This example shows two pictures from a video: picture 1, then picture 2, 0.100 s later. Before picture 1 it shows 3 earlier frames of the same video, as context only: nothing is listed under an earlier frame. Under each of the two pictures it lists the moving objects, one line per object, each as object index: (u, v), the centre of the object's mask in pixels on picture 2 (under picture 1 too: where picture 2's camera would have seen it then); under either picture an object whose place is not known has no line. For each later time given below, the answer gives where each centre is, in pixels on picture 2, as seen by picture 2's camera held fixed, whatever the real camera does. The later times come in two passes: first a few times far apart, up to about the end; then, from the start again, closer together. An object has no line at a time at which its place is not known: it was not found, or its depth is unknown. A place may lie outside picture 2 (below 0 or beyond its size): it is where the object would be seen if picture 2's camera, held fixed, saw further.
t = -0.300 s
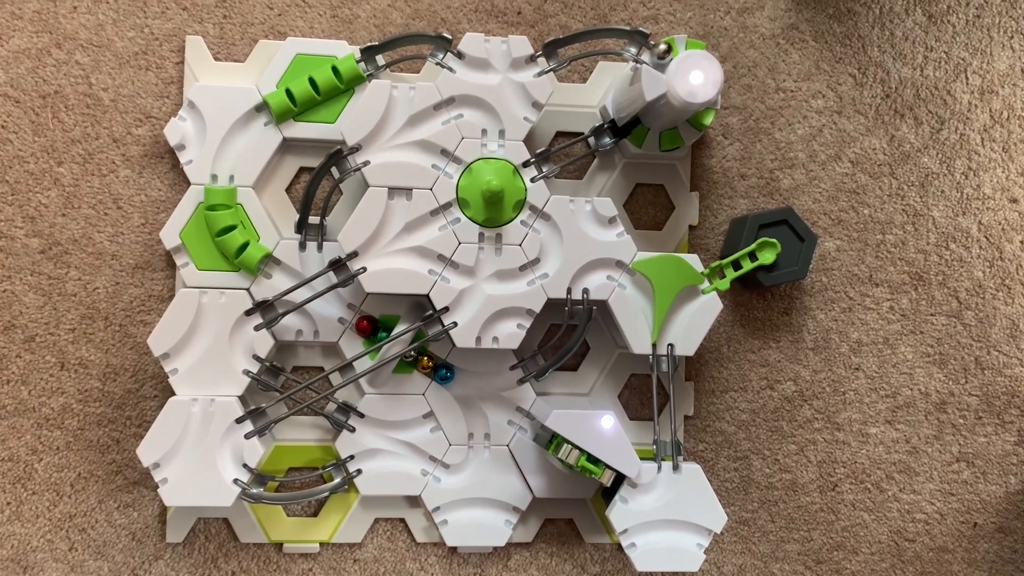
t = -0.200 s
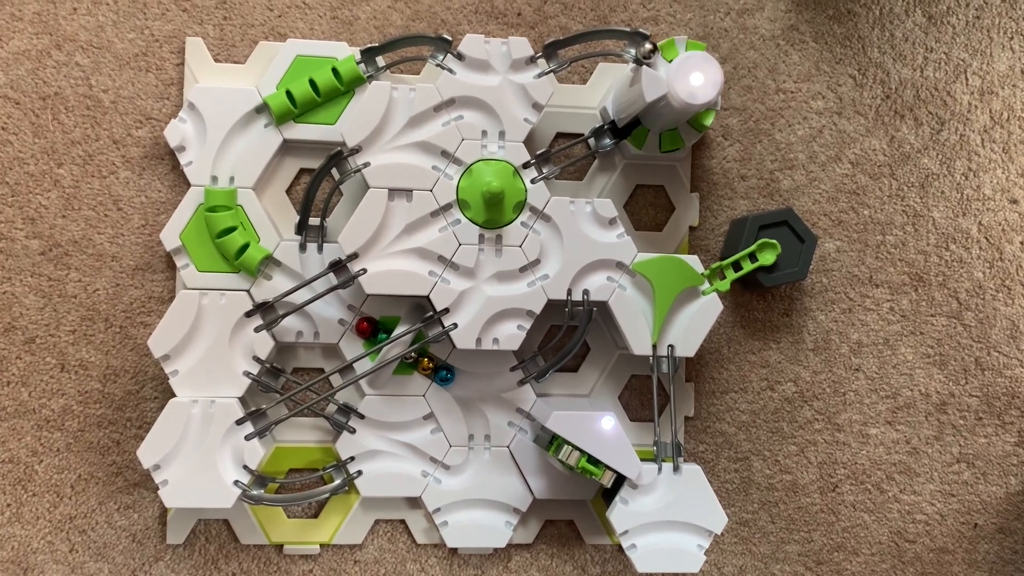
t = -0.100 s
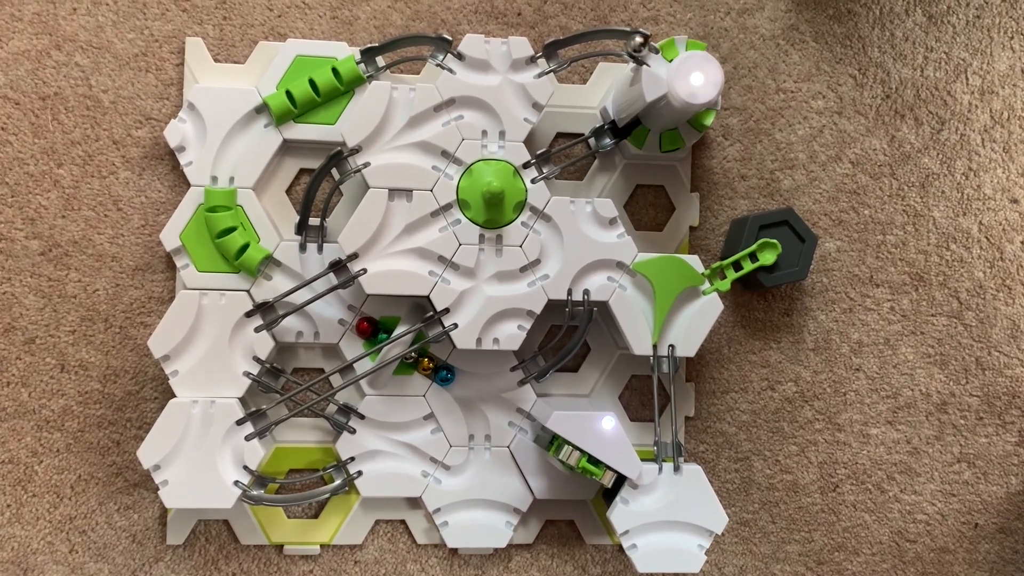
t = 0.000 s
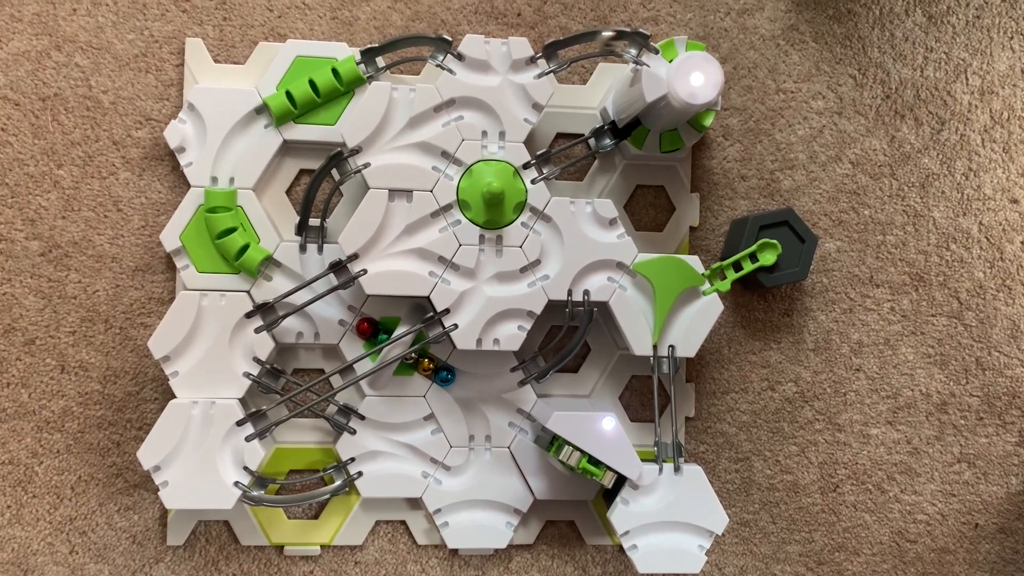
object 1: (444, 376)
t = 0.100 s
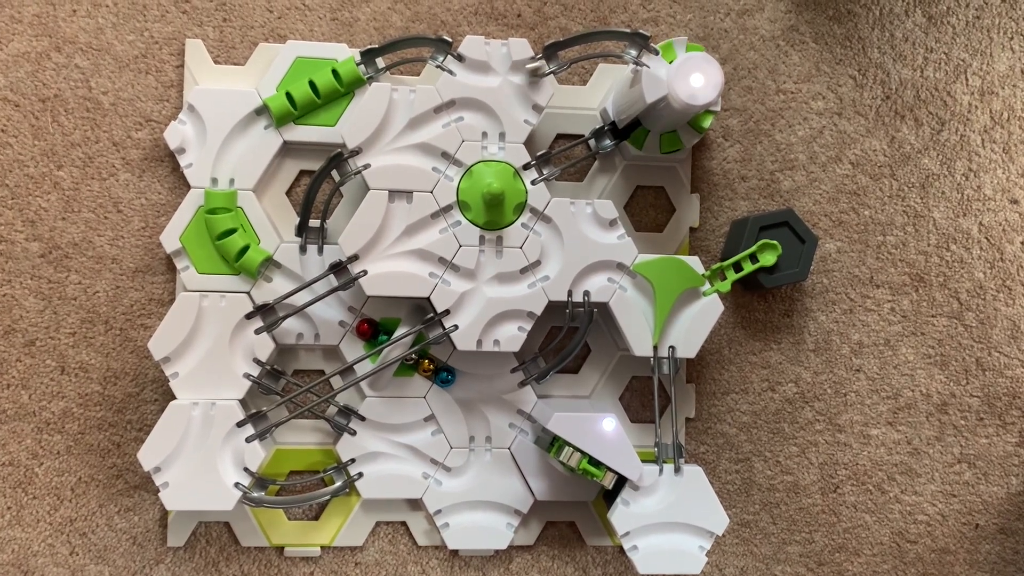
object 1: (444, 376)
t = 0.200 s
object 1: (445, 376)
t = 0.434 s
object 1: (445, 376)
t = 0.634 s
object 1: (445, 376)
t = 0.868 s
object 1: (459, 385)
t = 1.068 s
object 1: (517, 420)
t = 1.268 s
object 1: (547, 441)
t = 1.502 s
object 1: (649, 501)
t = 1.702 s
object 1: (667, 384)
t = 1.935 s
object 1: (720, 280)
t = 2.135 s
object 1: (769, 253)
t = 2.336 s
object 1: (769, 253)
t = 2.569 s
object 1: (769, 252)
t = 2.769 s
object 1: (769, 252)
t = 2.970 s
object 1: (770, 252)
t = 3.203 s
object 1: (769, 252)
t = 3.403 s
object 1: (769, 252)
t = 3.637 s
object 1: (769, 252)
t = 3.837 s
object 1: (770, 252)
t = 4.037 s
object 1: (769, 252)
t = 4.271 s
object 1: (769, 252)
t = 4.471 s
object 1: (770, 252)
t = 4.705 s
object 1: (769, 252)
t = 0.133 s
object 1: (445, 376)
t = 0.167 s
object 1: (445, 376)
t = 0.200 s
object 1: (445, 376)
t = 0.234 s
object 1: (445, 376)
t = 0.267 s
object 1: (445, 376)
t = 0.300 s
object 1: (445, 376)
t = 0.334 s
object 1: (445, 376)
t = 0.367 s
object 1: (444, 376)
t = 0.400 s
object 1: (445, 376)
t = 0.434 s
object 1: (445, 376)
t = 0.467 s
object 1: (445, 376)
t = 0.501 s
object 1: (445, 376)
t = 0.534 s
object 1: (445, 376)
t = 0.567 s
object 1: (444, 376)
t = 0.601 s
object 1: (445, 376)
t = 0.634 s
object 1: (445, 376)
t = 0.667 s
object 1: (444, 376)
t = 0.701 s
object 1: (445, 376)
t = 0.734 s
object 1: (445, 376)
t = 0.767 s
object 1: (444, 376)
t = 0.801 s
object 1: (444, 376)
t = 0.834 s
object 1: (446, 377)
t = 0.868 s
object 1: (459, 385)
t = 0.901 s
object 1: (470, 392)
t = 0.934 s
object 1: (479, 398)
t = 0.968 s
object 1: (489, 403)
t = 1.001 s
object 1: (498, 408)
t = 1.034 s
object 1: (507, 415)
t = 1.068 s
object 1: (517, 420)
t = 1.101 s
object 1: (526, 426)
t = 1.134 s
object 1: (534, 431)
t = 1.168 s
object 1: (544, 438)
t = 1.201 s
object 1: (547, 440)
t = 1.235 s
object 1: (552, 443)
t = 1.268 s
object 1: (547, 441)
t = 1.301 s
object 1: (539, 435)
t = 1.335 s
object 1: (533, 431)
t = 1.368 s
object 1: (538, 435)
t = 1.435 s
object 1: (598, 473)
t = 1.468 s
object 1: (626, 491)
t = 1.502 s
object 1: (649, 501)
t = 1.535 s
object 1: (665, 490)
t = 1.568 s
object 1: (672, 470)
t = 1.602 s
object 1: (671, 452)
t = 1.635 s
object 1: (669, 429)
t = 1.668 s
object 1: (668, 406)
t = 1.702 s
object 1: (667, 384)
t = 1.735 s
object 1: (666, 362)
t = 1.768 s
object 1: (669, 338)
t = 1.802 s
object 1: (676, 318)
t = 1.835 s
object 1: (686, 302)
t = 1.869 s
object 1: (698, 292)
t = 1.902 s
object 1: (709, 285)
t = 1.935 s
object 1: (720, 280)
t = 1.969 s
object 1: (733, 273)
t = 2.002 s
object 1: (746, 265)
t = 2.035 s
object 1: (762, 256)
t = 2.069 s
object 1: (770, 253)
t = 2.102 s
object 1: (769, 253)
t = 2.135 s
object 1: (769, 253)
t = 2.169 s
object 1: (769, 253)
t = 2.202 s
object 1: (769, 253)
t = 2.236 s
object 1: (769, 253)
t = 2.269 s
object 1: (769, 253)
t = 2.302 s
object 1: (769, 253)
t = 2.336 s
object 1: (769, 253)
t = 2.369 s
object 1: (769, 252)
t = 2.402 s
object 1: (769, 253)
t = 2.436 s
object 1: (769, 253)
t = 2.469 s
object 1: (769, 252)
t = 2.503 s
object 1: (769, 253)
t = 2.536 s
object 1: (769, 252)
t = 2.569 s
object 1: (769, 252)
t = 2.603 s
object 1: (769, 252)
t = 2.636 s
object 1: (769, 252)
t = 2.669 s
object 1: (769, 252)
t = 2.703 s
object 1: (769, 252)
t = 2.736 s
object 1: (769, 252)
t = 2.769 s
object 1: (769, 252)
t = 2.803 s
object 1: (769, 252)
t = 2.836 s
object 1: (769, 253)
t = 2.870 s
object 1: (769, 253)
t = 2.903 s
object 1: (769, 253)
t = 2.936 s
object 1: (769, 253)
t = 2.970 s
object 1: (770, 252)
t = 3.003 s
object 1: (769, 252)
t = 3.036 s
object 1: (770, 252)
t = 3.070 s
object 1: (769, 252)
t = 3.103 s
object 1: (769, 253)
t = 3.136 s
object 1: (769, 252)
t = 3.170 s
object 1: (769, 252)
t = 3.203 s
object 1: (769, 252)
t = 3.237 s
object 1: (769, 252)
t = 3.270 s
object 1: (769, 252)
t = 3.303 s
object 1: (770, 252)
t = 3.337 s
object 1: (769, 252)
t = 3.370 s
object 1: (769, 252)
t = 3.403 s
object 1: (769, 252)
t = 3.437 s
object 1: (769, 252)
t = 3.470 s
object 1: (770, 252)
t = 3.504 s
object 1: (770, 252)
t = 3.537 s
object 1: (769, 252)
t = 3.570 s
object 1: (769, 252)
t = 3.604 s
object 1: (769, 252)
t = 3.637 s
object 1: (769, 252)
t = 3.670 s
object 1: (769, 252)
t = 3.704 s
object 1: (770, 252)
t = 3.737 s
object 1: (770, 252)
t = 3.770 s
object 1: (770, 252)
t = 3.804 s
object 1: (769, 252)
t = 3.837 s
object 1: (770, 252)
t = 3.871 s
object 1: (769, 252)
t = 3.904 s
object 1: (769, 252)
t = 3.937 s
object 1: (769, 252)
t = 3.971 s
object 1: (769, 252)
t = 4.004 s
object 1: (770, 252)
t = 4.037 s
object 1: (769, 252)
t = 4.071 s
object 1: (769, 252)
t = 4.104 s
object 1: (769, 252)
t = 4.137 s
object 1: (770, 252)
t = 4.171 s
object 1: (770, 252)
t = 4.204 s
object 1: (769, 252)
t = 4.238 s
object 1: (769, 252)
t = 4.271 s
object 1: (769, 252)
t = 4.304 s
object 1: (769, 252)
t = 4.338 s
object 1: (769, 252)
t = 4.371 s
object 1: (769, 252)
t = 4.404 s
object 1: (769, 252)
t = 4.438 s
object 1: (769, 252)
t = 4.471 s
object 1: (770, 252)
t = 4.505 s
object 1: (770, 252)
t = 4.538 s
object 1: (770, 252)
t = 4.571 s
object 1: (770, 252)
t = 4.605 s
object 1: (770, 252)
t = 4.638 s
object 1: (770, 252)
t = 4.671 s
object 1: (770, 252)
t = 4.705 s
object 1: (769, 252)
